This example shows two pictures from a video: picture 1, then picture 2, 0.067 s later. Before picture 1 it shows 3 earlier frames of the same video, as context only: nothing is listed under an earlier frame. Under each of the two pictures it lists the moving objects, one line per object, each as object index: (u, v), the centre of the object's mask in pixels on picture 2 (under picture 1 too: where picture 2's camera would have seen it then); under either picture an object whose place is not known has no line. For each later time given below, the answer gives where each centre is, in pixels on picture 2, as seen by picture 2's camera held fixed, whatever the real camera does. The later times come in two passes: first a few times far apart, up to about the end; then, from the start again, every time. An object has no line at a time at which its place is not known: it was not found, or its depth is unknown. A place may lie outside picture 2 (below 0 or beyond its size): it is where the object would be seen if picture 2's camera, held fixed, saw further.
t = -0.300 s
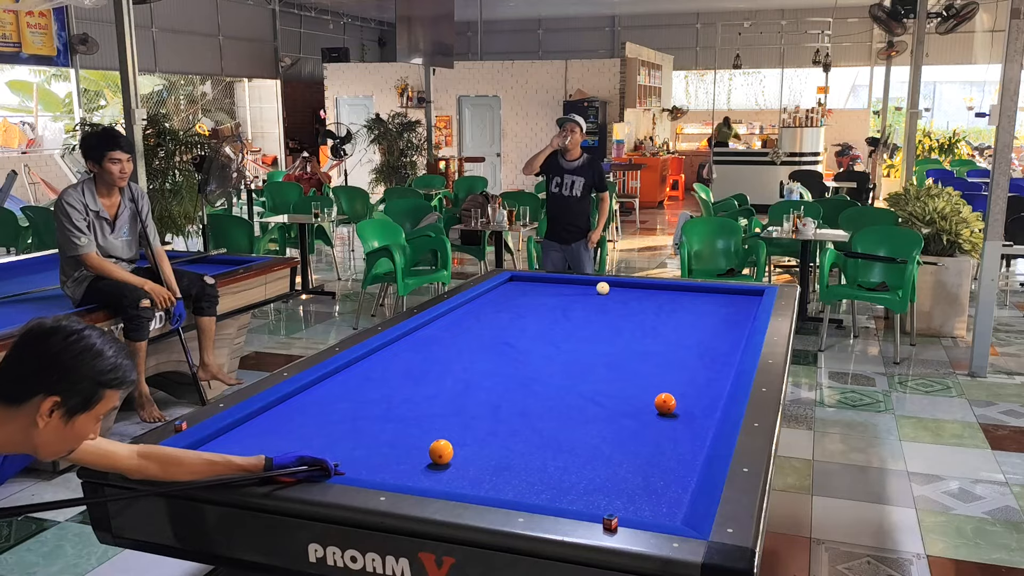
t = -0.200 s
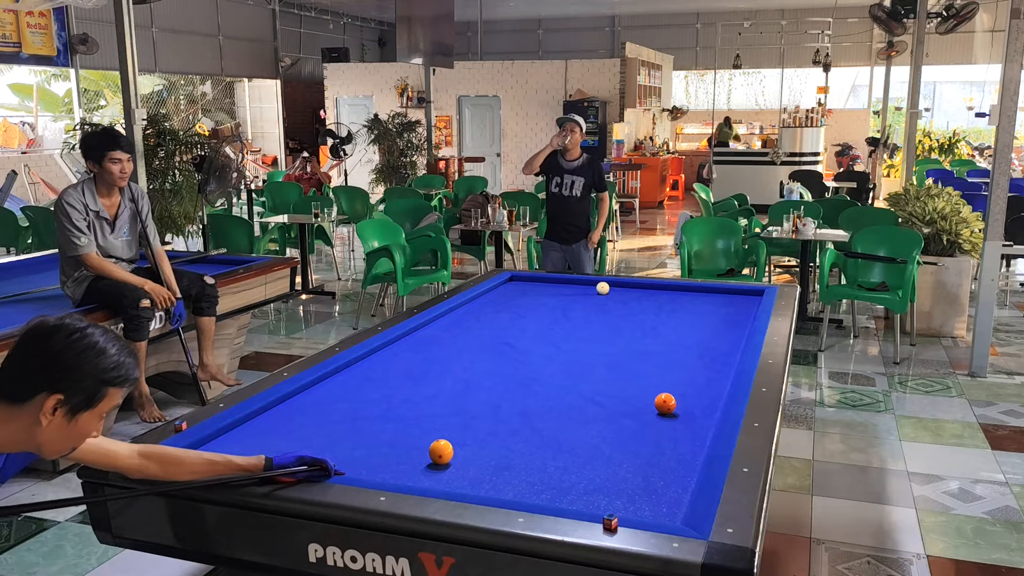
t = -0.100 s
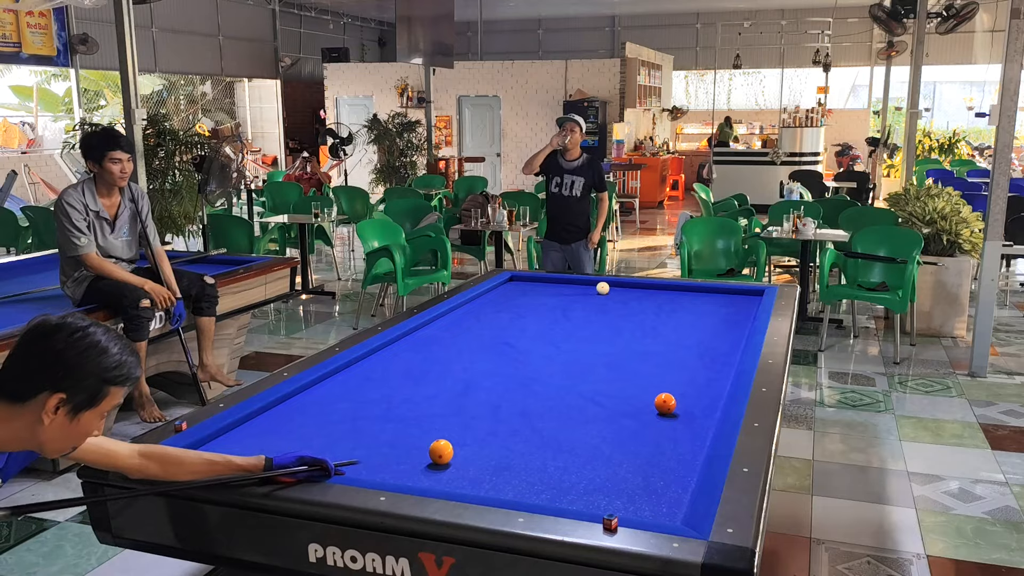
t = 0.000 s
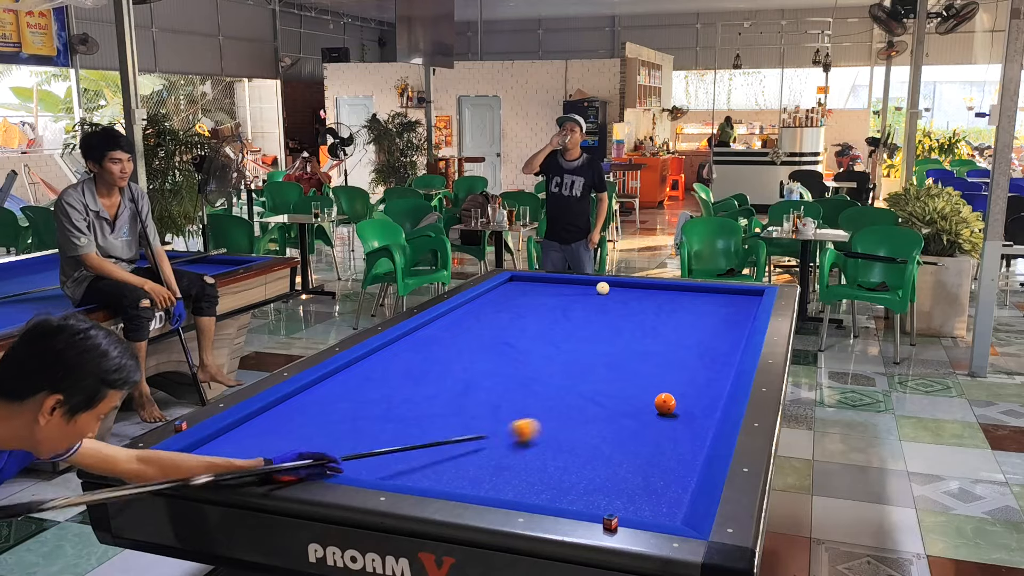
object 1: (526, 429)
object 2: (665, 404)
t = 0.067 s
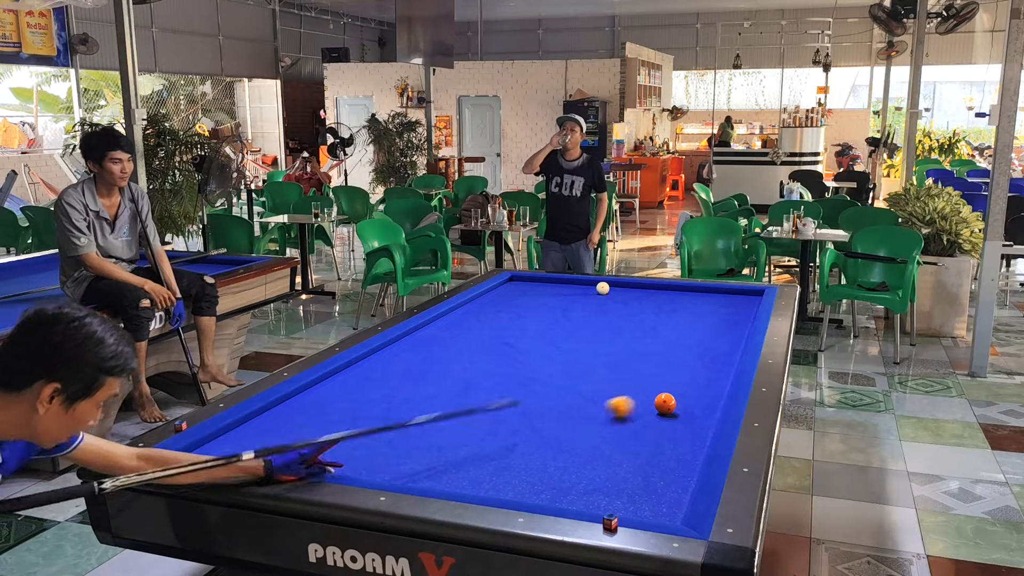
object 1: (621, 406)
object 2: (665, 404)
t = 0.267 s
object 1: (670, 346)
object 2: (618, 395)
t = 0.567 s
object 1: (715, 293)
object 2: (445, 372)
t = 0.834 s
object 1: (677, 314)
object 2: (387, 364)
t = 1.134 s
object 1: (613, 351)
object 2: (484, 373)
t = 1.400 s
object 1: (579, 385)
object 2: (528, 382)
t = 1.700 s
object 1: (661, 425)
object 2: (470, 395)
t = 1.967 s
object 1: (668, 459)
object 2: (433, 407)
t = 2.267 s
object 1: (600, 486)
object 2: (388, 421)
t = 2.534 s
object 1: (556, 494)
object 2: (345, 435)
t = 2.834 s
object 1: (546, 475)
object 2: (294, 451)
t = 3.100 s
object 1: (537, 459)
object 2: (263, 455)
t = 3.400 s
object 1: (529, 444)
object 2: (265, 445)
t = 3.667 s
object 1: (522, 432)
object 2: (267, 434)
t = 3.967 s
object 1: (515, 420)
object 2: (269, 424)
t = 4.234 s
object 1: (509, 410)
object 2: (271, 416)
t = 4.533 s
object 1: (503, 401)
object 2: (272, 408)
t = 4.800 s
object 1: (499, 393)
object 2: (282, 404)
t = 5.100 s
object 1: (494, 386)
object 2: (296, 400)
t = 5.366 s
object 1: (490, 379)
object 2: (306, 397)
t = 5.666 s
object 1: (486, 373)
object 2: (318, 394)
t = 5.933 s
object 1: (482, 369)
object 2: (327, 392)
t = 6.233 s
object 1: (477, 364)
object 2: (336, 390)
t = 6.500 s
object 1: (473, 360)
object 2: (342, 388)
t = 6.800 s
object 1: (469, 356)
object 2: (348, 386)
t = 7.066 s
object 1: (466, 353)
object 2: (353, 385)
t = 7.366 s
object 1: (462, 349)
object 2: (357, 383)
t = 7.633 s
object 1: (459, 347)
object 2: (359, 382)
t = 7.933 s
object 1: (456, 345)
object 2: (361, 381)
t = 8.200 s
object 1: (454, 343)
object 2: (363, 381)
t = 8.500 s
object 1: (451, 341)
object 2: (363, 381)
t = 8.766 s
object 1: (449, 340)
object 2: (363, 381)
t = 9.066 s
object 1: (447, 338)
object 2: (363, 381)
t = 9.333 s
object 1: (445, 337)
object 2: (363, 381)
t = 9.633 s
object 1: (444, 336)
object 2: (362, 381)
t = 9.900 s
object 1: (443, 336)
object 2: (362, 381)
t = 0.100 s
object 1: (646, 396)
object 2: (683, 404)
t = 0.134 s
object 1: (651, 384)
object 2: (716, 406)
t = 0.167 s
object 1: (656, 373)
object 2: (694, 404)
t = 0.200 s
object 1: (660, 364)
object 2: (668, 401)
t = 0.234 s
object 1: (665, 355)
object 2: (642, 398)
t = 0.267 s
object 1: (670, 346)
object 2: (618, 395)
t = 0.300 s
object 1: (675, 339)
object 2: (595, 391)
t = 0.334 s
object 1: (680, 331)
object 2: (574, 389)
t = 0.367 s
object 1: (685, 325)
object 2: (553, 386)
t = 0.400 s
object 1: (690, 319)
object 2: (533, 383)
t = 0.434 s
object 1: (695, 313)
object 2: (514, 381)
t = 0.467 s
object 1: (700, 307)
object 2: (496, 379)
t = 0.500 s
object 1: (705, 303)
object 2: (479, 376)
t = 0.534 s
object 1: (710, 298)
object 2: (462, 374)
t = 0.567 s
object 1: (715, 293)
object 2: (445, 372)
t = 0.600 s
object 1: (719, 289)
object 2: (428, 370)
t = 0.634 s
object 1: (714, 292)
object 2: (412, 368)
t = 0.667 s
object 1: (708, 296)
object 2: (397, 366)
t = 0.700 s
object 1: (702, 300)
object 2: (381, 364)
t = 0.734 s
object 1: (696, 303)
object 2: (366, 362)
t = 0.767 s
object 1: (690, 307)
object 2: (361, 361)
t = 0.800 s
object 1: (683, 311)
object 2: (374, 363)
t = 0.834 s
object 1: (677, 314)
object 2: (387, 364)
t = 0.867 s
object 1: (670, 318)
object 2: (399, 365)
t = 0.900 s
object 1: (663, 322)
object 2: (411, 366)
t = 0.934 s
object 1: (657, 326)
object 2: (423, 367)
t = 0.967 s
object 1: (650, 330)
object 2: (434, 369)
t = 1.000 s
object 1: (642, 334)
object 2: (444, 369)
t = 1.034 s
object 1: (635, 339)
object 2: (455, 371)
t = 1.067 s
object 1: (628, 343)
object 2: (465, 372)
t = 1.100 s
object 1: (620, 347)
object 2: (474, 373)
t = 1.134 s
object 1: (613, 351)
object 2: (484, 373)
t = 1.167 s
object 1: (605, 355)
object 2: (493, 374)
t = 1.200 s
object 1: (597, 360)
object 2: (502, 375)
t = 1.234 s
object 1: (589, 364)
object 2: (511, 376)
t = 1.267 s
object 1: (581, 368)
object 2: (521, 377)
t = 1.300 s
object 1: (573, 373)
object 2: (530, 378)
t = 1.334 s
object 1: (564, 377)
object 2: (540, 379)
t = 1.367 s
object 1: (569, 381)
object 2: (536, 380)
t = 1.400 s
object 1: (579, 385)
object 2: (528, 382)
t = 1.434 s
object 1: (589, 389)
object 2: (520, 384)
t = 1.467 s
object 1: (599, 393)
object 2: (512, 385)
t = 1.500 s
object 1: (609, 397)
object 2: (505, 386)
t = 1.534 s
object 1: (618, 402)
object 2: (498, 388)
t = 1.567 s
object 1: (627, 406)
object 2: (491, 389)
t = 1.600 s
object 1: (636, 411)
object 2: (485, 390)
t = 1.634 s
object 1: (644, 416)
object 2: (480, 392)
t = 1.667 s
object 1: (653, 420)
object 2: (475, 394)
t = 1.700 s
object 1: (661, 425)
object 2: (470, 395)
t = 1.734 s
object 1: (669, 430)
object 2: (466, 397)
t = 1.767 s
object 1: (677, 436)
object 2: (461, 398)
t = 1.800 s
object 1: (686, 441)
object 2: (456, 400)
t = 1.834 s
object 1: (695, 446)
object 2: (452, 402)
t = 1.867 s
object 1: (697, 451)
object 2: (447, 402)
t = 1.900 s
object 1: (687, 453)
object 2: (442, 404)
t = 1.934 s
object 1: (677, 456)
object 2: (438, 406)
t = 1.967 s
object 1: (668, 459)
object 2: (433, 407)
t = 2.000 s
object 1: (659, 461)
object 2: (428, 409)
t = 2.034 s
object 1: (651, 463)
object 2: (423, 410)
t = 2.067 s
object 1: (643, 466)
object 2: (418, 412)
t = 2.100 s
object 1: (636, 469)
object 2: (413, 413)
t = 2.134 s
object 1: (629, 472)
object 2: (408, 415)
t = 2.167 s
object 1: (622, 476)
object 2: (403, 416)
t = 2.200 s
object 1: (615, 479)
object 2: (398, 418)
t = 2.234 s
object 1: (607, 482)
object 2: (393, 419)
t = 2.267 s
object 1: (600, 486)
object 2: (388, 421)
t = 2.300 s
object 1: (592, 489)
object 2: (383, 423)
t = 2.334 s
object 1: (585, 492)
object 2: (378, 425)
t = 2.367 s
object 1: (577, 495)
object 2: (372, 426)
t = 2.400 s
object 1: (569, 497)
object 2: (367, 428)
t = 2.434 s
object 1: (562, 499)
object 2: (362, 430)
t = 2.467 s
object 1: (557, 499)
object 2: (356, 432)
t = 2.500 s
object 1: (556, 496)
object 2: (351, 433)
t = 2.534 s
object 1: (556, 494)
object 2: (345, 435)
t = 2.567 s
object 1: (555, 493)
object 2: (340, 437)
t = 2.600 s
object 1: (554, 490)
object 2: (334, 438)
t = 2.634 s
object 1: (553, 488)
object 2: (328, 441)
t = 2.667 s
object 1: (552, 485)
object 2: (323, 442)
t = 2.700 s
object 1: (550, 483)
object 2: (317, 444)
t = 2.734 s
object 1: (549, 481)
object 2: (311, 446)
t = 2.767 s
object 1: (548, 479)
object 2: (306, 448)
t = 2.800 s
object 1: (547, 477)
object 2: (300, 449)
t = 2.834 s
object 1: (546, 475)
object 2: (294, 451)
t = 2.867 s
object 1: (545, 473)
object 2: (288, 453)
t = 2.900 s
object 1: (544, 471)
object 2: (282, 454)
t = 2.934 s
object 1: (542, 469)
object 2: (276, 455)
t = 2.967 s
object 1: (541, 467)
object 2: (270, 456)
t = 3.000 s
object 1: (540, 465)
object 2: (264, 457)
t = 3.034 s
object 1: (539, 463)
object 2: (262, 456)
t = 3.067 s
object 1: (538, 461)
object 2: (263, 455)
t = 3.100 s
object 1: (537, 459)
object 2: (263, 455)
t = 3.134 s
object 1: (536, 457)
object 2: (263, 454)
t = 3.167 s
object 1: (535, 456)
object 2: (264, 453)
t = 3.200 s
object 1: (534, 454)
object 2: (264, 452)
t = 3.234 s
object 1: (533, 452)
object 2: (264, 451)
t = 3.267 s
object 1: (532, 450)
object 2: (264, 450)
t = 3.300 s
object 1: (531, 449)
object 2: (265, 449)
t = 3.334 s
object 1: (530, 447)
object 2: (265, 448)
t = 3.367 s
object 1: (529, 445)
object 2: (265, 446)
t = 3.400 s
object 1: (529, 444)
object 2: (265, 445)
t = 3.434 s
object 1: (528, 442)
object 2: (266, 443)
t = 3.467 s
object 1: (527, 441)
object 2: (266, 442)
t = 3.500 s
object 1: (526, 439)
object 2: (266, 441)
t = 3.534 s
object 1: (525, 438)
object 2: (266, 439)
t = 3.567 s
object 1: (524, 436)
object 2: (266, 438)
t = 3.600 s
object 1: (523, 435)
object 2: (267, 437)
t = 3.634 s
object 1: (523, 433)
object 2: (267, 436)
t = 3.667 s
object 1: (522, 432)
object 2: (267, 434)
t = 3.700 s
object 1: (521, 430)
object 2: (267, 433)
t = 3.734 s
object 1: (520, 429)
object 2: (268, 432)
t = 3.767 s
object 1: (519, 428)
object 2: (268, 431)
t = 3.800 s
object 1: (519, 426)
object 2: (268, 430)
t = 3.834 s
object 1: (518, 425)
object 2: (268, 429)
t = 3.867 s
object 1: (517, 424)
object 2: (269, 428)
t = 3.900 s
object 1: (516, 422)
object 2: (269, 427)
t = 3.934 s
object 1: (516, 421)
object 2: (269, 425)
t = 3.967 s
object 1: (515, 420)
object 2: (269, 424)
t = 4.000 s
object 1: (514, 418)
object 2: (269, 423)
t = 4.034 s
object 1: (513, 417)
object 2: (270, 422)
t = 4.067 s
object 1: (513, 416)
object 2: (270, 421)
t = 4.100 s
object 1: (512, 415)
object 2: (270, 420)
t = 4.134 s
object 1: (511, 414)
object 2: (270, 419)
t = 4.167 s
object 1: (511, 413)
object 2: (271, 419)
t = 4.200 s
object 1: (510, 411)
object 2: (271, 418)
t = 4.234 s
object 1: (509, 410)
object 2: (271, 416)
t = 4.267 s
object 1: (508, 409)
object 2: (271, 415)
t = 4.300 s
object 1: (508, 408)
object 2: (271, 414)
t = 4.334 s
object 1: (507, 407)
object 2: (272, 414)
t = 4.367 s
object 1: (506, 406)
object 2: (272, 413)
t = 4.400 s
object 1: (506, 405)
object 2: (272, 412)
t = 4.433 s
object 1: (505, 404)
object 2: (272, 411)
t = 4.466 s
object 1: (505, 403)
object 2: (272, 410)
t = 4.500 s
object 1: (504, 402)
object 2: (272, 409)
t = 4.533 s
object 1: (503, 401)
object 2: (272, 408)
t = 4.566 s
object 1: (503, 400)
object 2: (273, 407)
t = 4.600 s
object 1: (502, 399)
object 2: (273, 406)
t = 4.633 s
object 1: (501, 398)
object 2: (274, 406)
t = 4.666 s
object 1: (501, 397)
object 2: (276, 406)
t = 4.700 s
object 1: (500, 396)
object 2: (278, 405)
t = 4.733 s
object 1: (500, 395)
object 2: (279, 405)
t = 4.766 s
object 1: (499, 394)
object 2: (281, 404)
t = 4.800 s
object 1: (499, 393)
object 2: (282, 404)
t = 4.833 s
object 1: (498, 392)
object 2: (284, 403)
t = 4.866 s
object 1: (498, 392)
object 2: (285, 403)
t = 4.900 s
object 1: (497, 391)
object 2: (287, 402)
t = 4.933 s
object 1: (496, 390)
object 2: (288, 402)
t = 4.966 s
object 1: (496, 389)
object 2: (290, 401)
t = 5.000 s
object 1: (495, 388)
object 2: (291, 401)
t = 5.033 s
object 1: (495, 387)
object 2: (293, 401)
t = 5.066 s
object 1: (494, 386)
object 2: (294, 400)
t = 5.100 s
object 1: (494, 386)
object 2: (296, 400)
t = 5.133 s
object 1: (493, 385)
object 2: (297, 399)
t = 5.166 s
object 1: (493, 384)
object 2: (298, 399)
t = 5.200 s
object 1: (492, 383)
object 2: (300, 398)
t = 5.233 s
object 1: (492, 383)
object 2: (301, 398)
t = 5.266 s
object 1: (491, 382)
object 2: (303, 398)
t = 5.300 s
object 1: (491, 381)
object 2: (304, 397)
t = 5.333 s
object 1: (490, 380)
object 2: (305, 397)
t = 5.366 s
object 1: (490, 379)
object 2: (306, 397)
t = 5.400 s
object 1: (489, 379)
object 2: (308, 397)
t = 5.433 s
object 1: (489, 378)
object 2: (309, 396)
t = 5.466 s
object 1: (489, 377)
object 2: (310, 396)
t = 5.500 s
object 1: (488, 376)
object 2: (312, 395)
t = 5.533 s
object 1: (488, 376)
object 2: (313, 395)
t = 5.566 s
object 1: (487, 375)
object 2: (314, 395)
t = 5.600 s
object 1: (487, 375)
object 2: (315, 395)
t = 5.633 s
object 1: (486, 374)
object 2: (317, 395)
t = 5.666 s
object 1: (486, 373)
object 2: (318, 394)
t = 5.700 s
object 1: (485, 373)
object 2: (319, 394)
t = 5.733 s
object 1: (485, 372)
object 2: (320, 394)
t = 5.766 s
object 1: (484, 372)
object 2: (321, 393)
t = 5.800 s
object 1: (484, 371)
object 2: (322, 393)
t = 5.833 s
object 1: (483, 370)
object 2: (324, 393)
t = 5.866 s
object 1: (483, 370)
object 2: (325, 392)
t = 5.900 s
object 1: (482, 369)
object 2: (326, 392)
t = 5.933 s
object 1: (482, 369)
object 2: (327, 392)
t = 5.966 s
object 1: (481, 368)
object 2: (328, 391)
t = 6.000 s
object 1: (481, 367)
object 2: (329, 391)
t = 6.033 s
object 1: (480, 367)
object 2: (330, 391)
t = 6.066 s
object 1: (480, 366)
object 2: (331, 391)
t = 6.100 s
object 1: (479, 366)
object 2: (332, 391)
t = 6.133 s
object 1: (479, 365)
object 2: (333, 391)
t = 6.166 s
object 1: (478, 365)
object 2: (334, 390)
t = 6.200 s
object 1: (478, 364)
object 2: (335, 390)
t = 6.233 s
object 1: (477, 364)
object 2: (336, 390)
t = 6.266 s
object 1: (477, 363)
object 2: (337, 389)
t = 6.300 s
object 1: (476, 363)
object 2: (337, 389)
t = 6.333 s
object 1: (476, 362)
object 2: (338, 389)
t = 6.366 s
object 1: (475, 362)
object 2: (339, 389)
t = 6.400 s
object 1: (475, 361)
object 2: (340, 388)
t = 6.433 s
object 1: (474, 361)
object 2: (341, 388)
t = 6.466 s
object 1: (474, 360)
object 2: (341, 388)
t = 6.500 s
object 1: (473, 360)
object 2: (342, 388)
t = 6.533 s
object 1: (473, 359)
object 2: (343, 388)
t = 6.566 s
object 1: (472, 359)
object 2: (344, 387)
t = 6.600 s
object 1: (472, 358)
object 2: (344, 387)
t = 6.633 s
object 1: (471, 358)
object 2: (345, 387)
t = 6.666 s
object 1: (471, 357)
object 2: (346, 386)
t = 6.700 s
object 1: (470, 357)
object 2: (346, 387)
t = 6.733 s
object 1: (470, 356)
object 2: (347, 386)
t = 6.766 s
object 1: (469, 356)
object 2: (347, 386)
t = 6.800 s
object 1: (469, 356)
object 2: (348, 386)
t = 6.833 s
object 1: (468, 355)
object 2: (349, 386)
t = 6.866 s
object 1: (468, 355)
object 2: (349, 386)
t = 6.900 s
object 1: (468, 355)
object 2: (350, 386)
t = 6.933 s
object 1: (467, 354)
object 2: (351, 385)
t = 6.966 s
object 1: (467, 354)
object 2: (351, 385)
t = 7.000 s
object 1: (466, 353)
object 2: (352, 385)
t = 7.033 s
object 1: (466, 353)
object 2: (352, 385)
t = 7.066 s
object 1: (466, 353)
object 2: (353, 385)
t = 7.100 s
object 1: (465, 352)
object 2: (353, 385)
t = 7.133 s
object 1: (465, 352)
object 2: (354, 384)
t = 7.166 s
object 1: (464, 351)
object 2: (354, 384)
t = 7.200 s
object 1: (464, 351)
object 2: (355, 384)
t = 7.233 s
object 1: (464, 351)
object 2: (355, 384)
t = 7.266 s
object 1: (463, 350)
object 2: (355, 383)
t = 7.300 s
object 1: (463, 350)
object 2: (356, 384)
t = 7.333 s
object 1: (462, 350)
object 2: (356, 383)
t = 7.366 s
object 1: (462, 349)
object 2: (357, 383)
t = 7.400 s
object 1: (462, 349)
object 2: (357, 383)
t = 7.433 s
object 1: (461, 349)
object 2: (357, 383)
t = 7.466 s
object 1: (461, 349)
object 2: (358, 383)
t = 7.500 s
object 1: (461, 348)
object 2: (358, 383)
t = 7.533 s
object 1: (460, 348)
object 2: (358, 382)
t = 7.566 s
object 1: (460, 348)
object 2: (359, 382)
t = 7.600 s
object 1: (459, 347)
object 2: (359, 382)
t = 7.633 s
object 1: (459, 347)
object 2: (359, 382)
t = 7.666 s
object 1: (459, 347)
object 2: (359, 382)
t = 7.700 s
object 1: (458, 347)
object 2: (359, 382)
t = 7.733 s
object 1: (458, 346)
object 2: (360, 382)
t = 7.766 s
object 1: (458, 346)
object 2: (360, 382)
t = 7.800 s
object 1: (457, 346)
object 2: (360, 382)
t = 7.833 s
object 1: (457, 346)
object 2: (360, 382)
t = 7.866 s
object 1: (457, 345)
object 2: (361, 381)
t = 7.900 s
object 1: (456, 345)
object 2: (361, 381)
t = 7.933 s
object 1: (456, 345)
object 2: (361, 381)
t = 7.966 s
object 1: (456, 344)
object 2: (361, 381)
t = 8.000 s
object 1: (455, 344)
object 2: (361, 381)
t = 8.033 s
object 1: (455, 344)
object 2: (362, 381)
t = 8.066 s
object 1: (455, 344)
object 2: (362, 381)
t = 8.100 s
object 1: (455, 344)
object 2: (362, 381)
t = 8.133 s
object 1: (454, 343)
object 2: (362, 381)
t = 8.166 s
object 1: (454, 343)
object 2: (362, 381)
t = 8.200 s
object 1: (454, 343)
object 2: (363, 381)
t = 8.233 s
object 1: (453, 343)
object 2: (363, 381)
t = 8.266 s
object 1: (453, 342)
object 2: (363, 381)
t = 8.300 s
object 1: (453, 342)
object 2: (363, 381)
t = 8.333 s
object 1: (452, 342)
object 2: (363, 381)
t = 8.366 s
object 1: (452, 342)
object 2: (363, 381)
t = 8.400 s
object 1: (452, 342)
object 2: (363, 381)
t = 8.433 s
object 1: (452, 341)
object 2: (363, 381)
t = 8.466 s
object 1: (451, 341)
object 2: (363, 381)
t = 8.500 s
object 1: (451, 341)
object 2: (363, 381)
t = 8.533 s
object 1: (451, 341)
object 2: (363, 381)
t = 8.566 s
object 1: (451, 341)
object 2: (363, 381)
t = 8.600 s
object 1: (450, 340)
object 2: (363, 381)
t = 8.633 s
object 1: (450, 340)
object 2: (363, 381)
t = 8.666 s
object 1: (450, 340)
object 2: (362, 381)
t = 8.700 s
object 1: (450, 340)
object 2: (362, 381)
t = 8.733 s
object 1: (449, 340)
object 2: (363, 381)
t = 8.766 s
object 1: (449, 340)
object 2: (363, 381)
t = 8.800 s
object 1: (449, 339)
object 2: (362, 381)
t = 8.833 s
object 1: (449, 339)
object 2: (362, 381)
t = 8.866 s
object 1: (448, 339)
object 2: (363, 381)
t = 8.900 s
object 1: (448, 339)
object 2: (363, 381)
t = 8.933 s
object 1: (448, 339)
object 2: (363, 381)
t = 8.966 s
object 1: (448, 339)
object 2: (363, 381)
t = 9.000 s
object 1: (448, 338)
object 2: (363, 381)
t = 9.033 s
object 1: (447, 338)
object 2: (363, 381)
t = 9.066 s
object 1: (447, 338)
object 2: (363, 381)
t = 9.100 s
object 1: (447, 338)
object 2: (363, 381)
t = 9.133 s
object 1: (447, 338)
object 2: (363, 381)
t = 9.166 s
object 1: (447, 338)
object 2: (363, 381)
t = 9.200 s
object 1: (446, 338)
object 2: (363, 381)
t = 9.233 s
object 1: (446, 338)
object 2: (363, 381)
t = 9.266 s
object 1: (446, 337)
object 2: (363, 381)
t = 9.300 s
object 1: (446, 337)
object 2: (363, 381)
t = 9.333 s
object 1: (445, 337)
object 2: (363, 381)
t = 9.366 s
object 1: (445, 337)
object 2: (363, 381)
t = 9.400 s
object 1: (445, 337)
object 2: (363, 381)
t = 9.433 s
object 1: (445, 337)
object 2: (363, 381)
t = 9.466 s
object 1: (445, 337)
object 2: (363, 381)
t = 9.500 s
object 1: (445, 337)
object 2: (363, 381)
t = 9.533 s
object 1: (444, 336)
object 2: (363, 381)
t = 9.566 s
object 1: (444, 336)
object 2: (363, 381)
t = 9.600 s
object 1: (444, 336)
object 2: (362, 381)
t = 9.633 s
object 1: (444, 336)
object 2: (362, 381)
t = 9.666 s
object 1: (444, 336)
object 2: (362, 381)
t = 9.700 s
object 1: (444, 336)
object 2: (362, 381)
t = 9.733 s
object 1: (444, 336)
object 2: (362, 381)
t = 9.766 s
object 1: (444, 336)
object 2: (363, 381)
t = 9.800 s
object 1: (443, 336)
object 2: (363, 381)
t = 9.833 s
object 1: (443, 336)
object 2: (363, 381)
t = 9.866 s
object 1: (443, 336)
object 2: (363, 381)
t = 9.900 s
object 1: (443, 336)
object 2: (362, 381)
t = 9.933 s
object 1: (443, 335)
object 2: (363, 381)
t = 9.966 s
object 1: (443, 335)
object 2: (363, 381)
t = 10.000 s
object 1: (443, 335)
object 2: (363, 381)
